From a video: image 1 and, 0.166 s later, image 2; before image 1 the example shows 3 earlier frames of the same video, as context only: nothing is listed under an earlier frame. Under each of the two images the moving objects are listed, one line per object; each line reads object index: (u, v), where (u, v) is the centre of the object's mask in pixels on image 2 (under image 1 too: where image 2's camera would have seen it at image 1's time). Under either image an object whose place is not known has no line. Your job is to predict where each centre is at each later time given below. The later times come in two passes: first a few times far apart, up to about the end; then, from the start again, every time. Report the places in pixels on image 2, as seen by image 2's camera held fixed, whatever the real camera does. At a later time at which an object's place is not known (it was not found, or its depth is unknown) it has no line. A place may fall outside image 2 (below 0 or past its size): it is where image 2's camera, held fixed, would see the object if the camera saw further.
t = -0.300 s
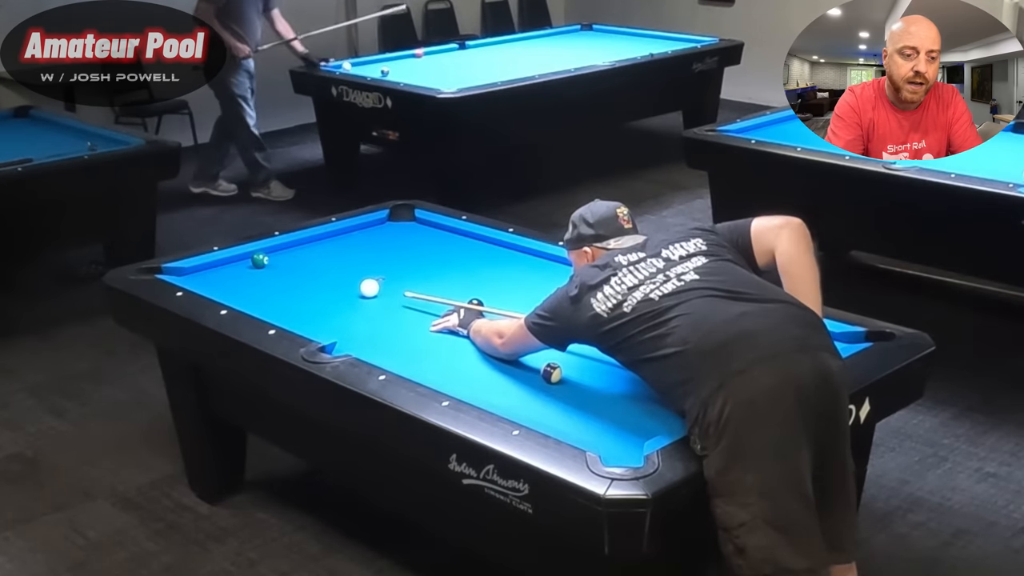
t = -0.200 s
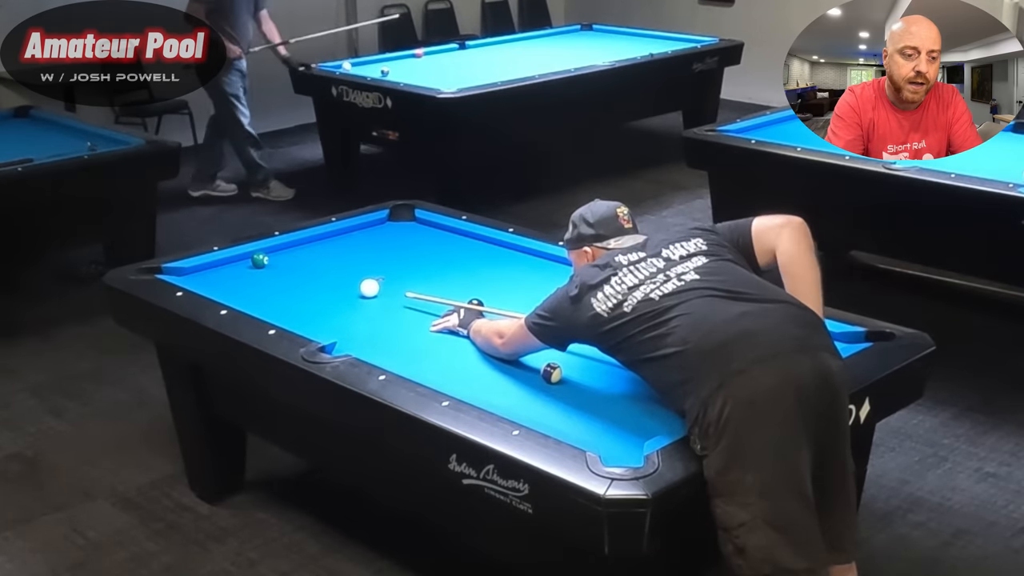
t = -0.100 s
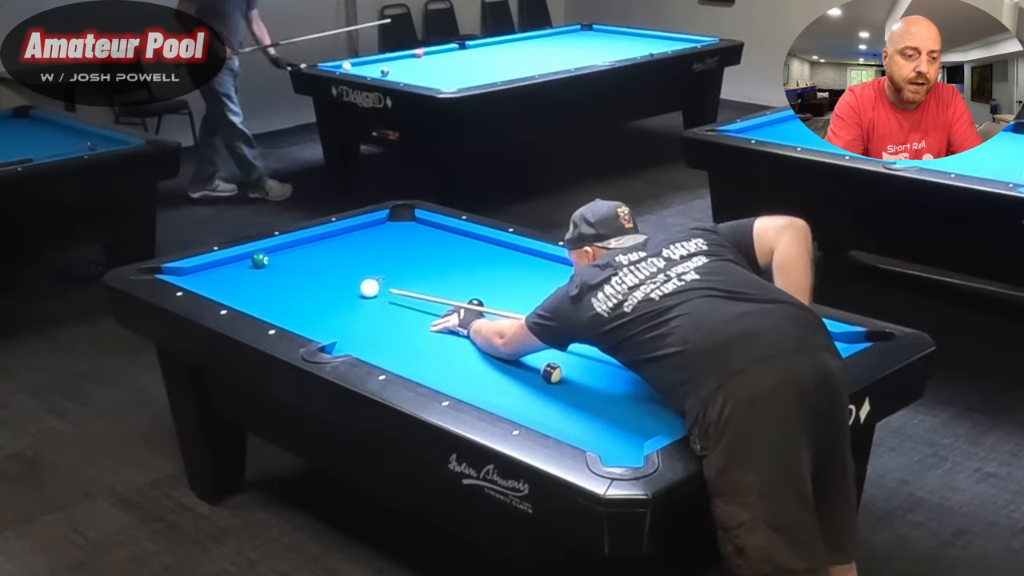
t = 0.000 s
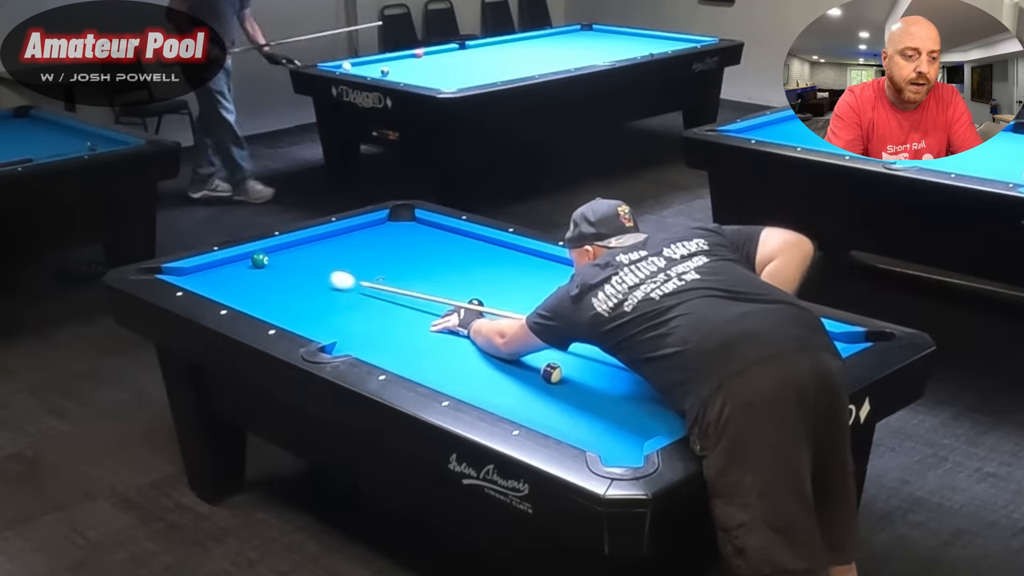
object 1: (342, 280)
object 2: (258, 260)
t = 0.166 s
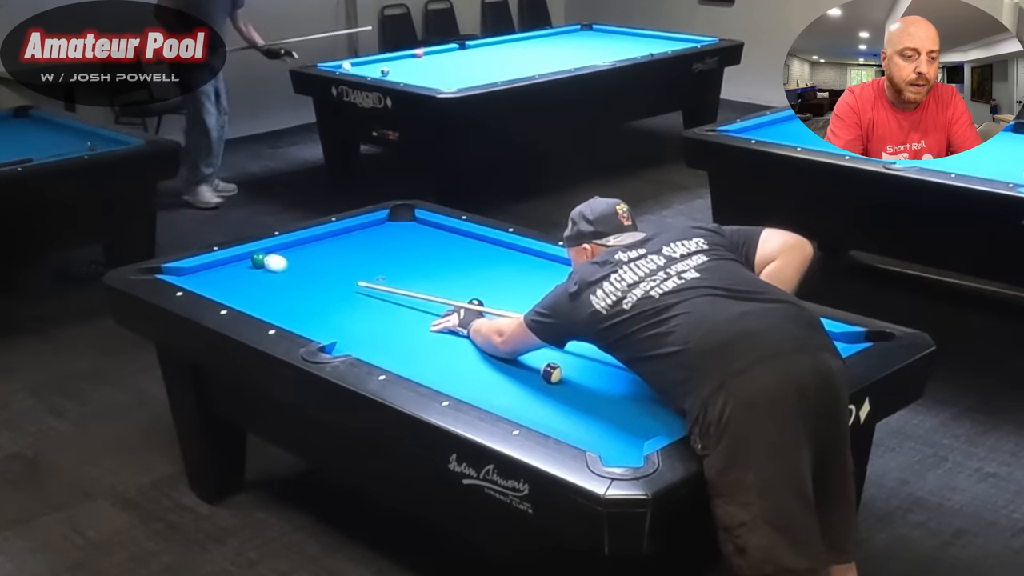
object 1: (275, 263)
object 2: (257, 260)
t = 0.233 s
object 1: (273, 261)
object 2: (242, 258)
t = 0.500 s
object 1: (264, 252)
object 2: (274, 276)
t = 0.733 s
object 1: (291, 252)
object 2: (302, 292)
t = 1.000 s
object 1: (320, 253)
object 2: (337, 312)
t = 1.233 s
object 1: (344, 254)
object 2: (370, 329)
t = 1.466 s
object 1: (366, 255)
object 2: (403, 348)
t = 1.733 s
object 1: (391, 255)
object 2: (444, 371)
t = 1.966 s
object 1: (411, 256)
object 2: (482, 390)
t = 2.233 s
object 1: (433, 257)
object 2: (532, 410)
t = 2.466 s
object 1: (451, 257)
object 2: (581, 427)
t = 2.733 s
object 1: (469, 258)
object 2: (633, 445)
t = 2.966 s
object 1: (485, 258)
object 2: (605, 442)
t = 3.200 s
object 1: (498, 258)
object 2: (592, 434)
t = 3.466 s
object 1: (513, 259)
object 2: (584, 428)
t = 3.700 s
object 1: (523, 259)
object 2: (579, 424)
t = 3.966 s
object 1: (534, 260)
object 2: (575, 420)
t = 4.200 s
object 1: (543, 260)
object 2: (572, 416)
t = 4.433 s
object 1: (549, 260)
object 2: (570, 413)
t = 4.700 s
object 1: (556, 260)
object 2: (568, 411)
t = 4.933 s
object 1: (558, 261)
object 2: (567, 409)
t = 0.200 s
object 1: (272, 261)
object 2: (250, 259)
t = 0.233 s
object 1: (273, 261)
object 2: (242, 258)
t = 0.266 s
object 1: (273, 260)
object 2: (247, 259)
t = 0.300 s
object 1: (272, 258)
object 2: (251, 261)
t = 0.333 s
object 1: (270, 257)
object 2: (254, 265)
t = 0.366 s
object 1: (269, 256)
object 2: (258, 267)
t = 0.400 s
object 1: (267, 254)
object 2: (263, 269)
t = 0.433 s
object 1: (265, 253)
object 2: (266, 271)
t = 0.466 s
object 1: (264, 252)
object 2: (270, 272)
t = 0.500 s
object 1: (264, 252)
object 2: (274, 276)
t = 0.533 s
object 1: (268, 252)
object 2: (277, 278)
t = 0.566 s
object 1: (272, 252)
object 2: (283, 280)
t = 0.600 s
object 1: (276, 252)
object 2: (287, 283)
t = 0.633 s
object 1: (280, 252)
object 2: (290, 285)
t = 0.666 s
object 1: (283, 252)
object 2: (294, 286)
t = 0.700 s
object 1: (287, 252)
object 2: (298, 290)
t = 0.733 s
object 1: (291, 252)
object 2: (302, 292)
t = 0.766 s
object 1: (295, 253)
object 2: (308, 294)
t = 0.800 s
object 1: (298, 253)
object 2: (311, 297)
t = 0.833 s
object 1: (302, 253)
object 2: (315, 299)
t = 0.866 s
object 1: (305, 253)
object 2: (320, 301)
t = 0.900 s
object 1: (309, 253)
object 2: (324, 304)
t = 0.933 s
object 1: (313, 253)
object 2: (329, 306)
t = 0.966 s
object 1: (316, 253)
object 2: (333, 309)
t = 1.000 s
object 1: (320, 253)
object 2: (337, 312)
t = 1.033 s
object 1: (323, 254)
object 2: (341, 313)
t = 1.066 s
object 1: (327, 254)
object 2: (346, 316)
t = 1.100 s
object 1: (330, 254)
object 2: (351, 319)
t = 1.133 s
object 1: (334, 254)
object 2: (356, 322)
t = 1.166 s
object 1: (337, 254)
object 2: (360, 324)
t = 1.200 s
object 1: (340, 254)
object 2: (364, 327)
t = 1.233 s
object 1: (344, 254)
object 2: (370, 329)
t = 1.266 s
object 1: (347, 254)
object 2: (374, 331)
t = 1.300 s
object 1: (350, 254)
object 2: (379, 335)
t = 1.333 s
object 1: (354, 254)
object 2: (384, 337)
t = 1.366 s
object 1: (357, 254)
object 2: (389, 340)
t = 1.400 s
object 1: (360, 255)
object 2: (393, 343)
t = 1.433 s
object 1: (363, 255)
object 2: (398, 345)
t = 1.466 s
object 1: (366, 255)
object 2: (403, 348)
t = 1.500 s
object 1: (370, 255)
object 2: (408, 351)
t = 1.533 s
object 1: (373, 255)
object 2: (413, 354)
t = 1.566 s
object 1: (376, 255)
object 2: (419, 357)
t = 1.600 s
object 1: (379, 255)
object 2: (424, 360)
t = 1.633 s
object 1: (382, 255)
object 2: (429, 362)
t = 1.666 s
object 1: (385, 255)
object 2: (434, 365)
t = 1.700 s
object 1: (388, 255)
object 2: (439, 368)
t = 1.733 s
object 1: (391, 255)
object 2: (444, 371)
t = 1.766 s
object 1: (394, 256)
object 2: (450, 374)
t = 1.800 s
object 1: (397, 256)
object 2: (455, 376)
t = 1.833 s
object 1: (400, 256)
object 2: (461, 379)
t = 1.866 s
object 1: (403, 256)
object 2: (466, 381)
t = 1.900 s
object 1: (406, 256)
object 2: (471, 384)
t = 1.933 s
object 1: (408, 256)
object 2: (477, 387)
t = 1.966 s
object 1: (411, 256)
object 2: (482, 390)
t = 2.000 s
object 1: (414, 256)
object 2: (488, 392)
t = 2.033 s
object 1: (417, 256)
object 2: (494, 395)
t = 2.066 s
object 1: (420, 256)
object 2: (500, 398)
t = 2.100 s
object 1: (422, 257)
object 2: (505, 400)
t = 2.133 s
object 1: (425, 257)
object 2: (512, 402)
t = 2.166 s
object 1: (428, 257)
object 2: (519, 405)
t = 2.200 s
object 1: (430, 257)
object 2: (526, 408)
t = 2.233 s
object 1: (433, 257)
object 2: (532, 410)
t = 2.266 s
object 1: (435, 257)
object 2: (539, 413)
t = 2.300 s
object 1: (438, 257)
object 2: (546, 415)
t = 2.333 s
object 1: (441, 257)
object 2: (553, 417)
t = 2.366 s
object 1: (443, 257)
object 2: (560, 419)
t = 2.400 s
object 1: (446, 257)
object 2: (567, 422)
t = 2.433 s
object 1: (448, 257)
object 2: (575, 425)
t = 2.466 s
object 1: (451, 257)
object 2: (581, 427)
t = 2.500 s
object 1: (453, 257)
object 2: (588, 430)
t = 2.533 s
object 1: (456, 257)
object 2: (595, 432)
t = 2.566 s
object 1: (458, 258)
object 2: (602, 436)
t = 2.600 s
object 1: (460, 258)
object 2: (609, 437)
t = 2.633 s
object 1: (463, 258)
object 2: (616, 439)
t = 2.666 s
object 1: (465, 258)
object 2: (624, 441)
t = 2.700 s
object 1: (467, 258)
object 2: (631, 444)
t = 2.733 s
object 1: (469, 258)
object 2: (633, 445)
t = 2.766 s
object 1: (472, 258)
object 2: (628, 444)
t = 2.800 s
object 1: (474, 258)
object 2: (624, 444)
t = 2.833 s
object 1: (476, 258)
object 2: (620, 443)
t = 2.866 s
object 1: (478, 258)
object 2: (616, 443)
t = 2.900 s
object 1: (480, 258)
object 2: (612, 442)
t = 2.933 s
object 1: (482, 258)
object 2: (608, 442)
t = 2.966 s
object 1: (485, 258)
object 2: (605, 442)
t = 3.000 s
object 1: (487, 258)
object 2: (602, 441)
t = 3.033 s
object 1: (489, 258)
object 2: (599, 439)
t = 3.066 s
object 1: (491, 258)
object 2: (596, 438)
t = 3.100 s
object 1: (493, 258)
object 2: (595, 437)
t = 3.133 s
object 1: (494, 258)
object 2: (593, 436)
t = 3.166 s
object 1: (497, 258)
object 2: (593, 435)
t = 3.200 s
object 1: (498, 258)
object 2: (592, 434)
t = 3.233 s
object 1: (500, 259)
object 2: (590, 434)
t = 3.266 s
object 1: (502, 259)
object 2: (589, 433)
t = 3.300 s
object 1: (504, 259)
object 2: (589, 432)
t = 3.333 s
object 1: (505, 259)
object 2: (588, 431)
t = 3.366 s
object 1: (507, 259)
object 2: (587, 430)
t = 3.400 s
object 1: (509, 259)
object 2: (586, 430)
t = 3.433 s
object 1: (511, 259)
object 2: (585, 429)
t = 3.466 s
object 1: (513, 259)
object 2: (584, 428)
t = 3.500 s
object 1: (514, 259)
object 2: (583, 427)
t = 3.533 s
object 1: (516, 259)
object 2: (583, 427)
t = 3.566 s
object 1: (517, 259)
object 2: (582, 427)
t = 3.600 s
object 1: (519, 259)
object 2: (581, 426)
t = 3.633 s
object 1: (521, 259)
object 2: (581, 425)
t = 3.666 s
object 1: (522, 259)
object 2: (580, 425)
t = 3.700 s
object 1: (523, 259)
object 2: (579, 424)
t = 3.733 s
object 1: (525, 259)
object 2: (578, 424)
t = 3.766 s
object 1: (527, 259)
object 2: (578, 423)
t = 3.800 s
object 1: (528, 259)
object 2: (578, 422)
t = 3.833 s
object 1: (529, 259)
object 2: (577, 422)
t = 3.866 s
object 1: (531, 260)
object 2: (576, 421)
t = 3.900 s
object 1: (532, 260)
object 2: (576, 421)
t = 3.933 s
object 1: (533, 260)
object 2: (575, 420)
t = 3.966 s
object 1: (534, 260)
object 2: (575, 420)
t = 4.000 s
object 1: (536, 260)
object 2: (574, 419)
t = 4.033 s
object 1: (537, 260)
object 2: (574, 419)
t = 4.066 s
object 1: (538, 260)
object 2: (573, 418)
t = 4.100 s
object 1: (539, 260)
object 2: (573, 417)
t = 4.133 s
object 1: (540, 260)
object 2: (573, 417)
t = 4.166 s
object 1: (542, 260)
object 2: (573, 416)
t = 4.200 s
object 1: (543, 260)
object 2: (572, 416)
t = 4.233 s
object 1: (544, 260)
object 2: (572, 415)
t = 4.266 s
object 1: (545, 260)
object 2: (571, 415)
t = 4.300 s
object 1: (546, 260)
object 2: (571, 414)
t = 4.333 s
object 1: (547, 260)
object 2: (571, 414)
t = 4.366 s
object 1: (548, 260)
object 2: (570, 414)
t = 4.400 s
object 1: (549, 260)
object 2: (570, 414)
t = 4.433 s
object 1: (549, 260)
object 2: (570, 413)
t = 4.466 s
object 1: (551, 260)
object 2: (569, 413)
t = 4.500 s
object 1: (551, 260)
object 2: (569, 413)
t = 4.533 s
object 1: (552, 260)
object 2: (569, 412)
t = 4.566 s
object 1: (553, 260)
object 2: (569, 412)
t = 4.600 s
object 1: (554, 260)
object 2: (569, 412)
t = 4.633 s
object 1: (554, 260)
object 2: (569, 412)
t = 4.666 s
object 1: (555, 260)
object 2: (568, 411)
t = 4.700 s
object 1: (556, 260)
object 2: (568, 411)
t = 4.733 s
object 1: (556, 260)
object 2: (568, 411)
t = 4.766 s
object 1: (557, 260)
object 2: (568, 410)
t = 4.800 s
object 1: (558, 260)
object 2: (568, 410)
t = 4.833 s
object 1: (558, 260)
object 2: (568, 410)
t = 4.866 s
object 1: (558, 260)
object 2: (568, 410)
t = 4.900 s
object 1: (558, 260)
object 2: (568, 409)
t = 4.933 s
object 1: (558, 261)
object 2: (567, 409)
